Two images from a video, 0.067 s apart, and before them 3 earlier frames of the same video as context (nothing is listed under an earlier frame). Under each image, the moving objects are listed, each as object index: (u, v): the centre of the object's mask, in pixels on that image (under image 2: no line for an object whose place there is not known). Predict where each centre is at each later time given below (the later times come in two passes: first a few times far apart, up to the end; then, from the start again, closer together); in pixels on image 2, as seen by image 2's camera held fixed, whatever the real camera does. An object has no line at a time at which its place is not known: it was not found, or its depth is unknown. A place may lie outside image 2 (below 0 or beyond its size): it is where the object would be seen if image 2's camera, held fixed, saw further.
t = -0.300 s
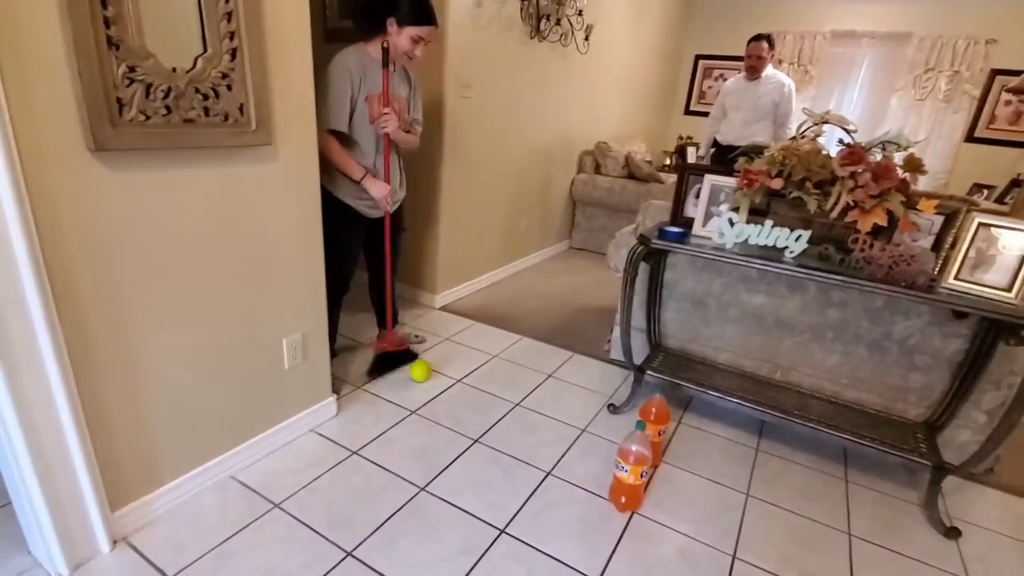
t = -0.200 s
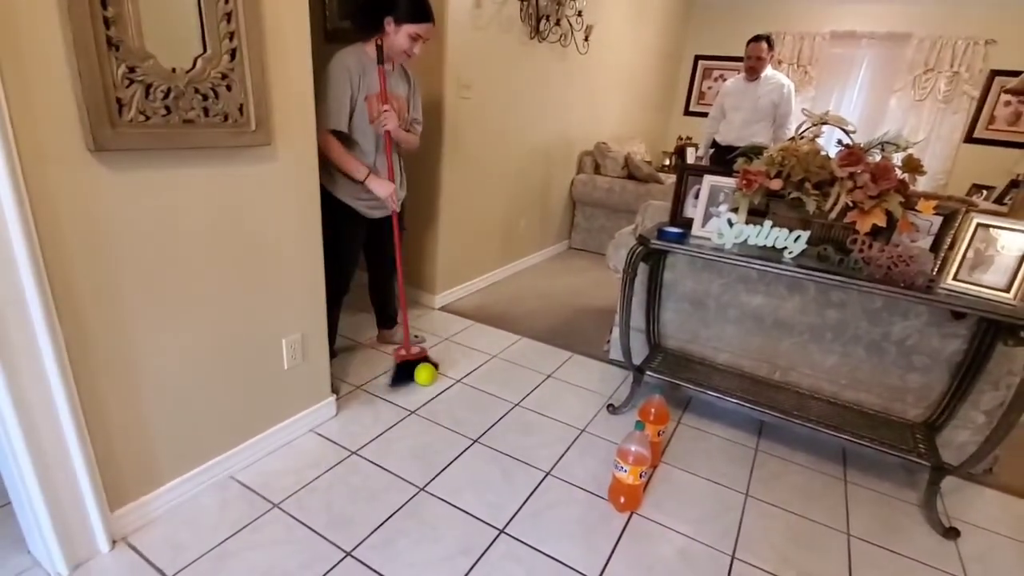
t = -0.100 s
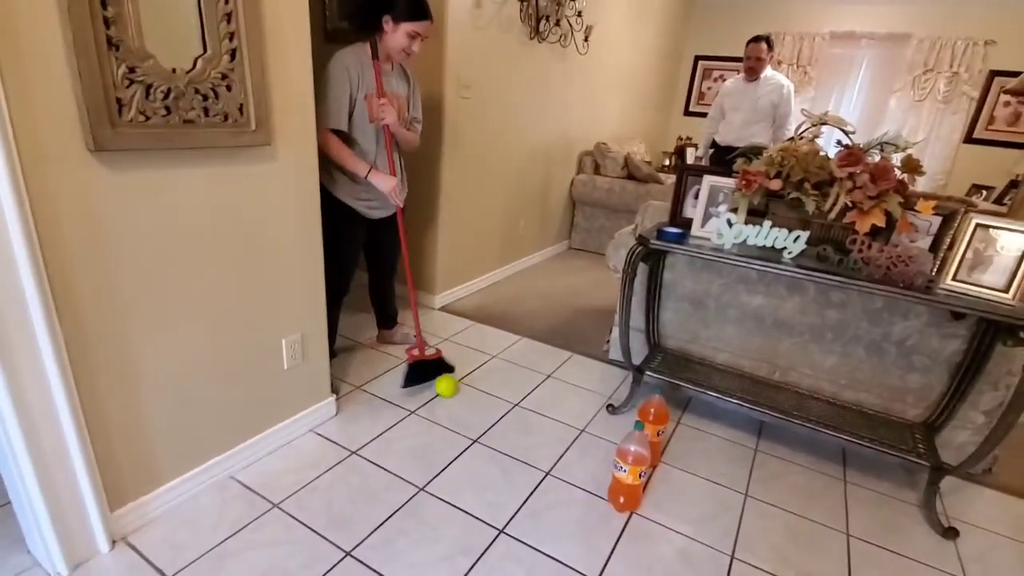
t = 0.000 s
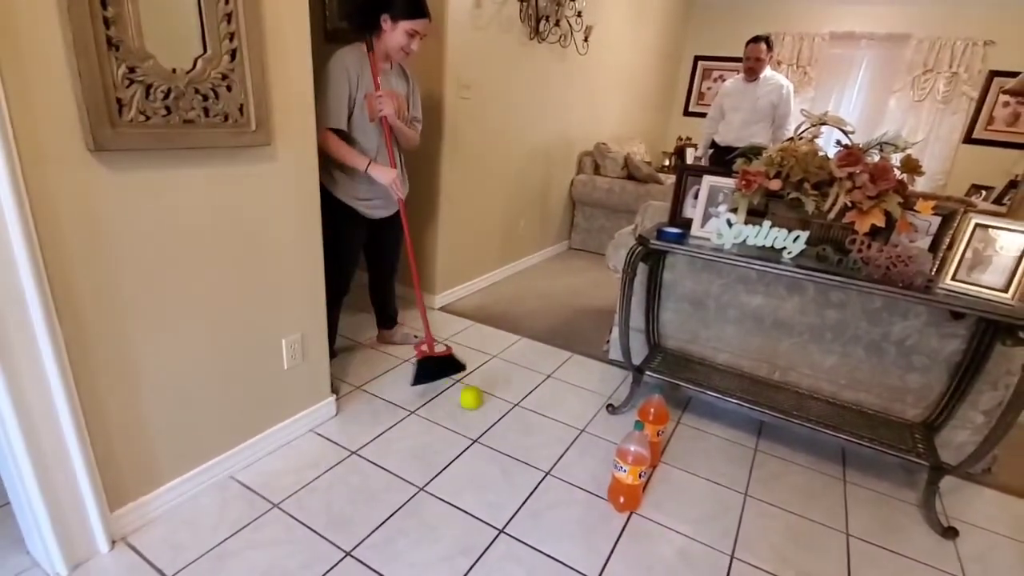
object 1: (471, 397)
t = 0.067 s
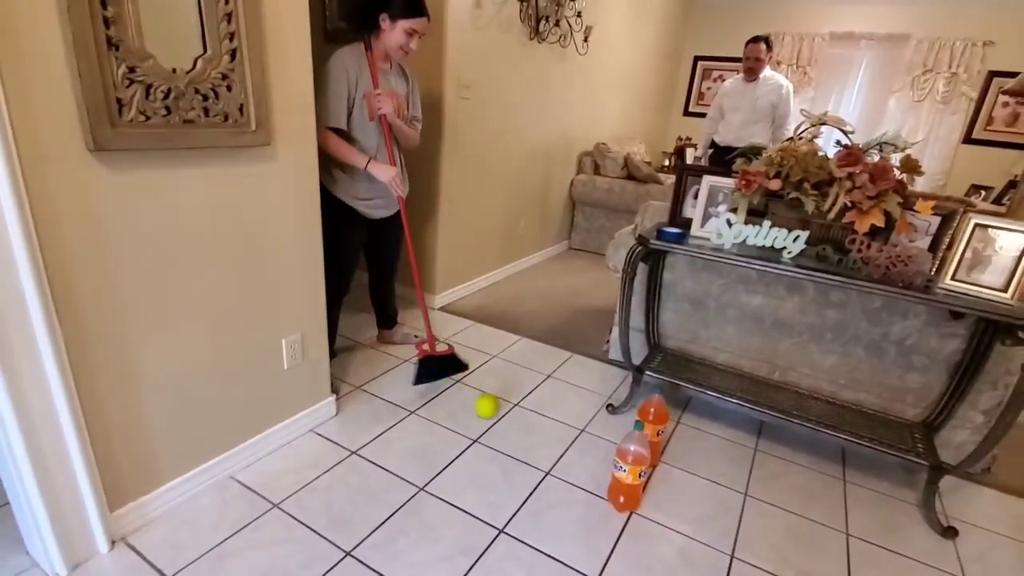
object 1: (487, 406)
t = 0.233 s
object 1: (531, 427)
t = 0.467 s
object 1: (600, 461)
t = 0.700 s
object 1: (663, 473)
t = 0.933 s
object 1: (717, 471)
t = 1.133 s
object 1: (761, 470)
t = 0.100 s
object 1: (496, 410)
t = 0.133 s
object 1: (504, 415)
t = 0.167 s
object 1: (513, 419)
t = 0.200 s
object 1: (522, 423)
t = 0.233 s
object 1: (531, 427)
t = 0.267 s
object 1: (541, 432)
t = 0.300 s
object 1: (550, 436)
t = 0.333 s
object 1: (560, 441)
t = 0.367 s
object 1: (570, 446)
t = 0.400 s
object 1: (579, 451)
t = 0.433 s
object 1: (589, 456)
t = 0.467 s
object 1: (600, 461)
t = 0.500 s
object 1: (606, 464)
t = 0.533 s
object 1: (610, 469)
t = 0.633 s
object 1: (654, 476)
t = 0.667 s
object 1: (657, 474)
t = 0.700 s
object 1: (663, 473)
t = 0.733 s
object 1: (671, 472)
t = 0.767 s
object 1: (679, 473)
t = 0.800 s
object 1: (687, 472)
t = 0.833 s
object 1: (694, 472)
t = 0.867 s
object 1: (702, 472)
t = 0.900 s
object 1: (709, 472)
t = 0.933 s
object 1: (717, 471)
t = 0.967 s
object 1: (725, 471)
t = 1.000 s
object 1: (732, 471)
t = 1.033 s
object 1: (740, 471)
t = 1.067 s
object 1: (747, 471)
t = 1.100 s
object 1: (754, 470)
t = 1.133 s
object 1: (761, 470)
